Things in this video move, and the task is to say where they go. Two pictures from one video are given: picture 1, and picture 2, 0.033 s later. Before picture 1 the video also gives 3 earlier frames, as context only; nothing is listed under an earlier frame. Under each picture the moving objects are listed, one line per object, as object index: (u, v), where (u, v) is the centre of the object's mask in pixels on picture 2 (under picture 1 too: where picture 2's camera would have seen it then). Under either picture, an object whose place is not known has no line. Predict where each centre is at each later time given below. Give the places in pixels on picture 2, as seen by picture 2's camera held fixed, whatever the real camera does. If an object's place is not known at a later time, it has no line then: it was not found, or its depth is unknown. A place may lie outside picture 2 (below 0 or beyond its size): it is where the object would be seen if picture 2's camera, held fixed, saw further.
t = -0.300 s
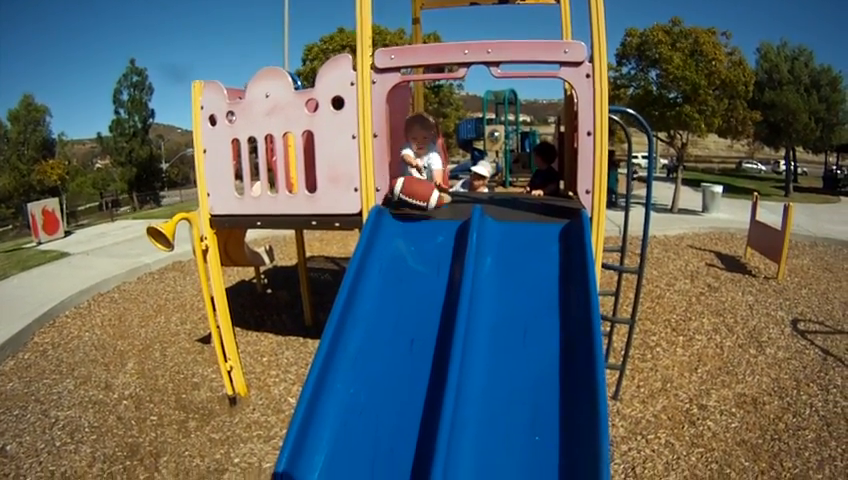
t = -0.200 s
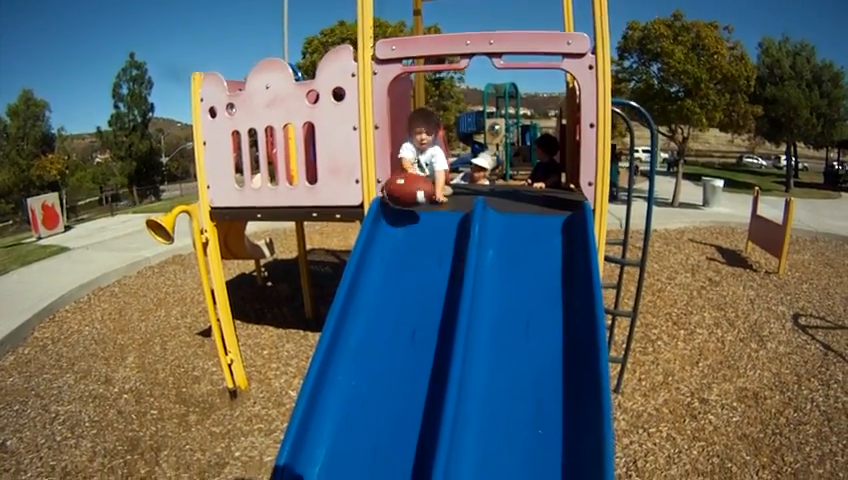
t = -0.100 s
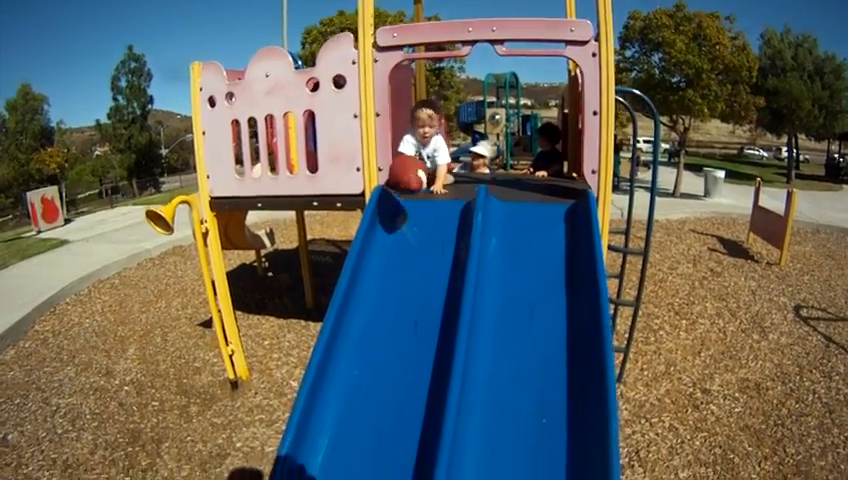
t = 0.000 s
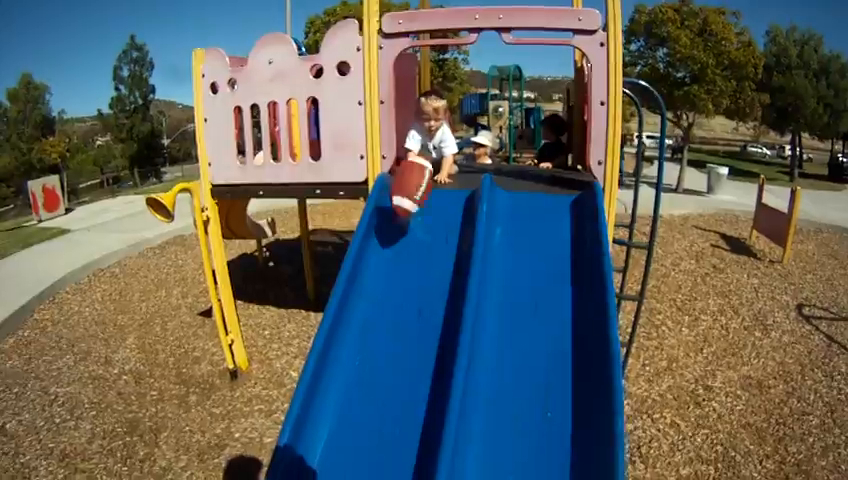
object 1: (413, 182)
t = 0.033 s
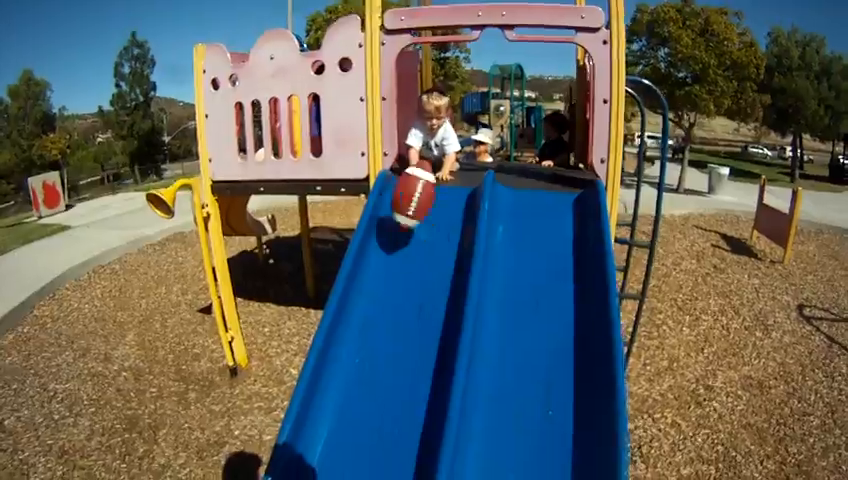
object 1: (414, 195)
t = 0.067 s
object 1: (414, 212)
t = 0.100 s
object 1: (415, 234)
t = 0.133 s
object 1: (413, 254)
